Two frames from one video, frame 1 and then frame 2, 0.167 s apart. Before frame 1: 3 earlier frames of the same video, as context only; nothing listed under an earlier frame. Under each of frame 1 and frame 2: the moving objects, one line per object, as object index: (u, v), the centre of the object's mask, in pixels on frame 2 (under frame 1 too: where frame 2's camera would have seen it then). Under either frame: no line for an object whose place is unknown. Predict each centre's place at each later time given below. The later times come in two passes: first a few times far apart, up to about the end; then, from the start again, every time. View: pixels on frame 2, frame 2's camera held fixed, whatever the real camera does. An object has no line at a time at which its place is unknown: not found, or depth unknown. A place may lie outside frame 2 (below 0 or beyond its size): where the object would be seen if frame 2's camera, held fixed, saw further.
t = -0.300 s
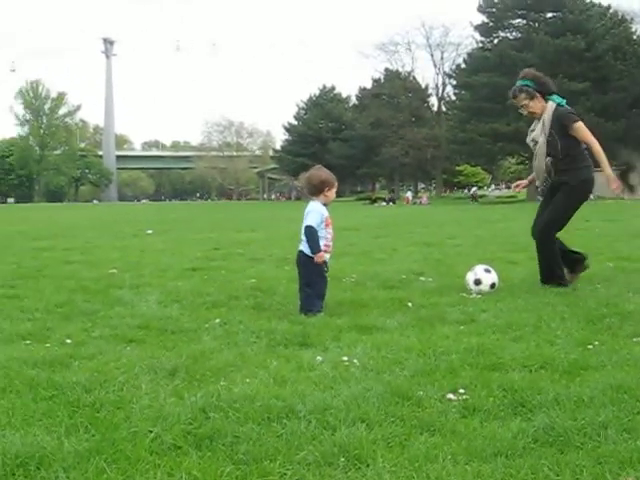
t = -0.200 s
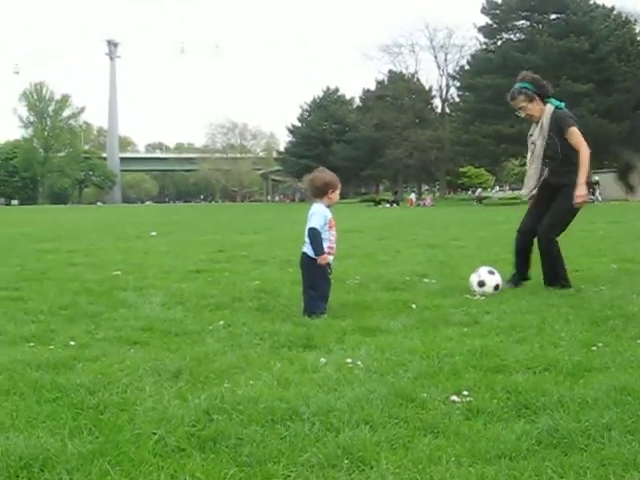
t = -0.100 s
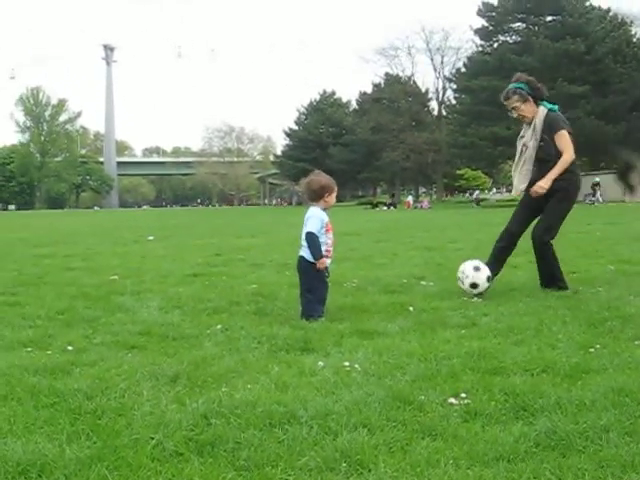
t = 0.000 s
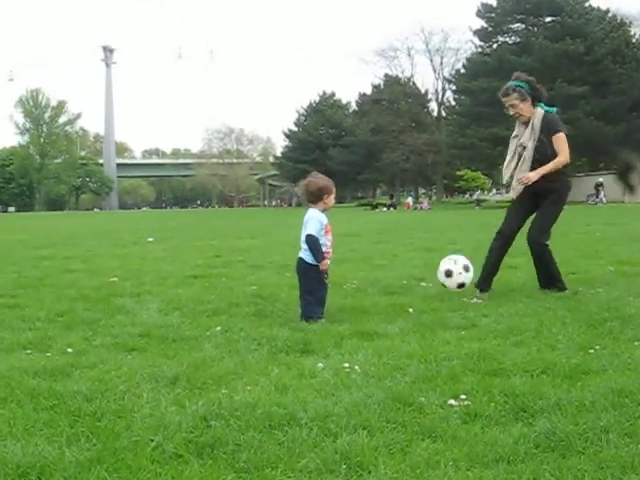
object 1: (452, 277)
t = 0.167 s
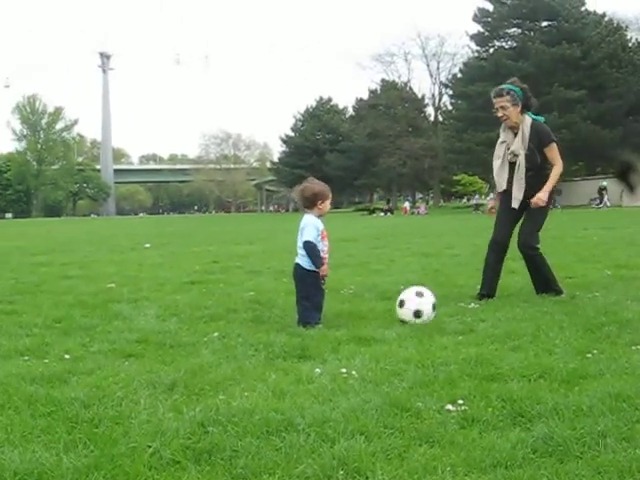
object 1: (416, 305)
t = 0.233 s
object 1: (405, 310)
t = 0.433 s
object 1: (387, 312)
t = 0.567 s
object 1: (373, 315)
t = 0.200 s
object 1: (408, 312)
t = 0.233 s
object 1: (405, 310)
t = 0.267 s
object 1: (402, 307)
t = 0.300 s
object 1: (399, 305)
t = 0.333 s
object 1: (397, 304)
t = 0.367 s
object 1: (393, 305)
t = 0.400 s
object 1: (390, 308)
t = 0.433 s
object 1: (387, 312)
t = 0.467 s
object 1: (384, 315)
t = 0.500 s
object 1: (380, 316)
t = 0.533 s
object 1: (376, 315)
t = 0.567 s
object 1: (373, 315)
